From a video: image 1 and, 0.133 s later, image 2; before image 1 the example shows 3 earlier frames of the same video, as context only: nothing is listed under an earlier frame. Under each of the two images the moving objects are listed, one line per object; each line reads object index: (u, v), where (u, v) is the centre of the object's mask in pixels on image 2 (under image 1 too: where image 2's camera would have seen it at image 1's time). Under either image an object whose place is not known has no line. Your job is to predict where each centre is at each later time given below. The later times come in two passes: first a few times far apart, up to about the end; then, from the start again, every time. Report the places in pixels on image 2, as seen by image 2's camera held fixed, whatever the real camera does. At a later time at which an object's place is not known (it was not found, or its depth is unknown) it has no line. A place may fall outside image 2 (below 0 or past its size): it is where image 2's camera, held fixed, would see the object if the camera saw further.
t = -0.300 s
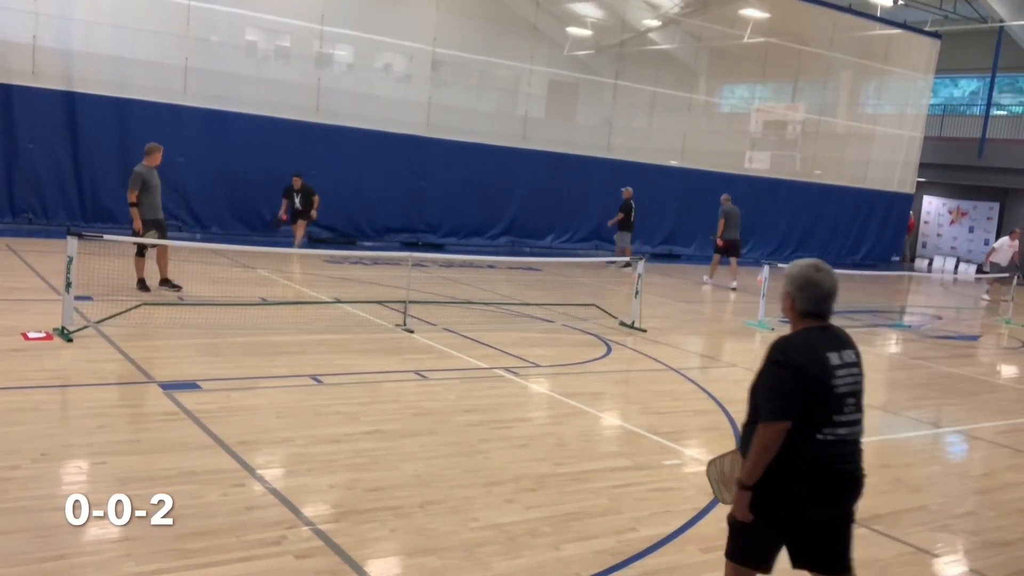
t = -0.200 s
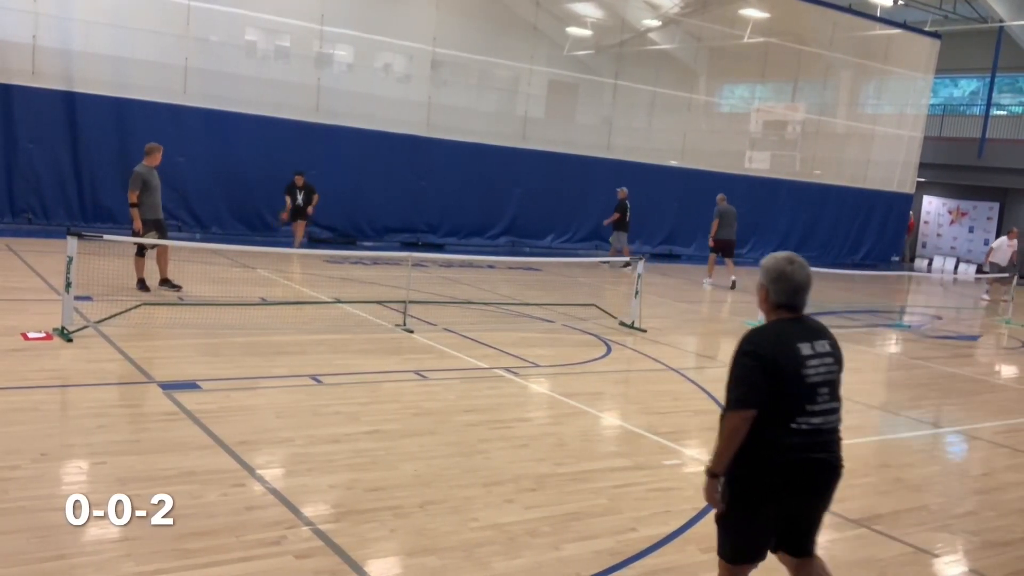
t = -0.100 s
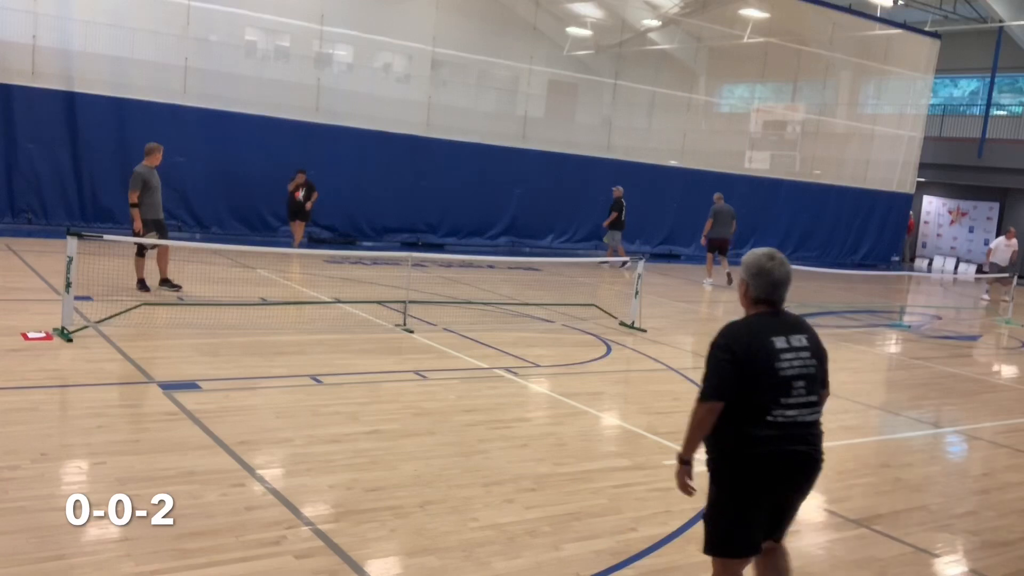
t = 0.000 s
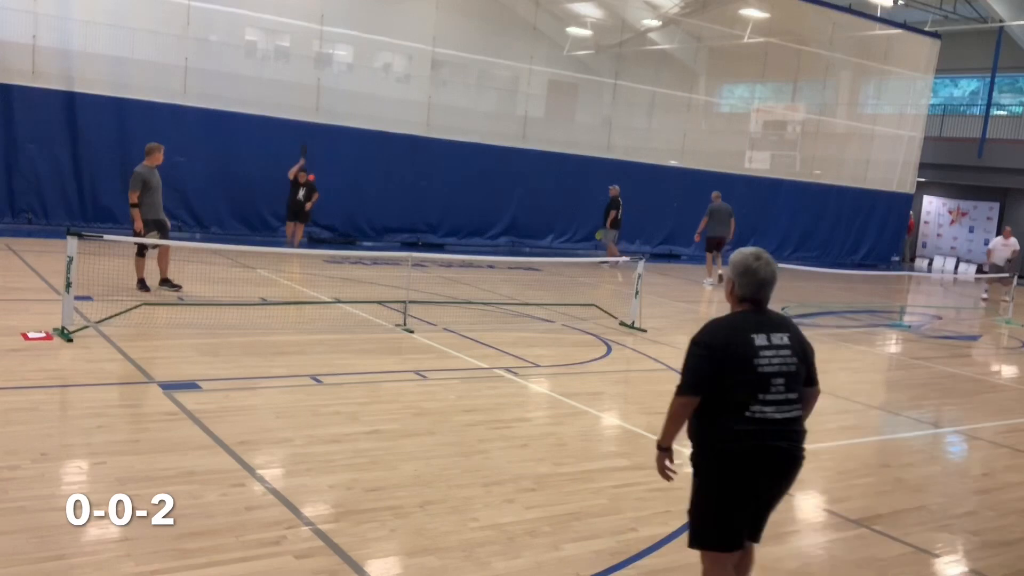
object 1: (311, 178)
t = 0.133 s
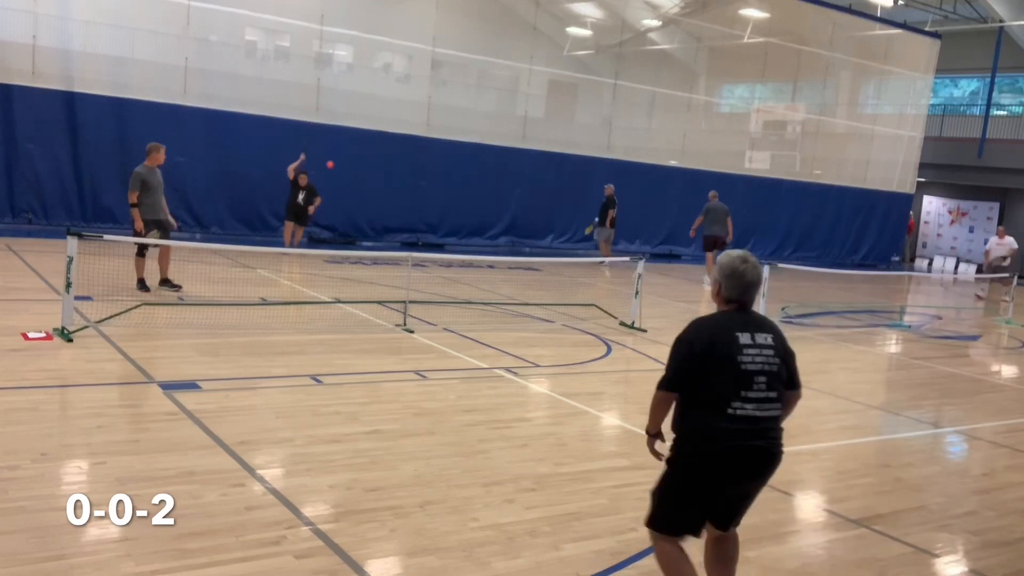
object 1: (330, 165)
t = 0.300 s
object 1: (356, 166)
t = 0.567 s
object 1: (402, 231)
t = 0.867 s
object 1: (468, 451)
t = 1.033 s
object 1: (514, 420)
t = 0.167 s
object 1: (335, 163)
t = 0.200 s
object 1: (340, 163)
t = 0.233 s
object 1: (345, 163)
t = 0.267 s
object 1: (350, 164)
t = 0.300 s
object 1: (356, 166)
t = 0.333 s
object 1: (361, 170)
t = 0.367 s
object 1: (367, 174)
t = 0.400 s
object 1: (372, 180)
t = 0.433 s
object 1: (378, 187)
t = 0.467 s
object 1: (383, 196)
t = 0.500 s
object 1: (390, 206)
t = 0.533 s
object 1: (396, 218)
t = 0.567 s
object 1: (402, 231)
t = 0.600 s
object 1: (408, 246)
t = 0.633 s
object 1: (415, 265)
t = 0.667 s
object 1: (422, 285)
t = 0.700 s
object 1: (429, 308)
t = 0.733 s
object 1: (436, 332)
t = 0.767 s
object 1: (444, 361)
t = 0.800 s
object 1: (451, 393)
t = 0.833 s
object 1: (459, 429)
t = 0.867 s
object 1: (468, 451)
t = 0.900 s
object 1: (477, 442)
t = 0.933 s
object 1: (486, 434)
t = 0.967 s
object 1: (495, 427)
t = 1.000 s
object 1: (505, 423)
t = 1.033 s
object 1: (514, 420)
